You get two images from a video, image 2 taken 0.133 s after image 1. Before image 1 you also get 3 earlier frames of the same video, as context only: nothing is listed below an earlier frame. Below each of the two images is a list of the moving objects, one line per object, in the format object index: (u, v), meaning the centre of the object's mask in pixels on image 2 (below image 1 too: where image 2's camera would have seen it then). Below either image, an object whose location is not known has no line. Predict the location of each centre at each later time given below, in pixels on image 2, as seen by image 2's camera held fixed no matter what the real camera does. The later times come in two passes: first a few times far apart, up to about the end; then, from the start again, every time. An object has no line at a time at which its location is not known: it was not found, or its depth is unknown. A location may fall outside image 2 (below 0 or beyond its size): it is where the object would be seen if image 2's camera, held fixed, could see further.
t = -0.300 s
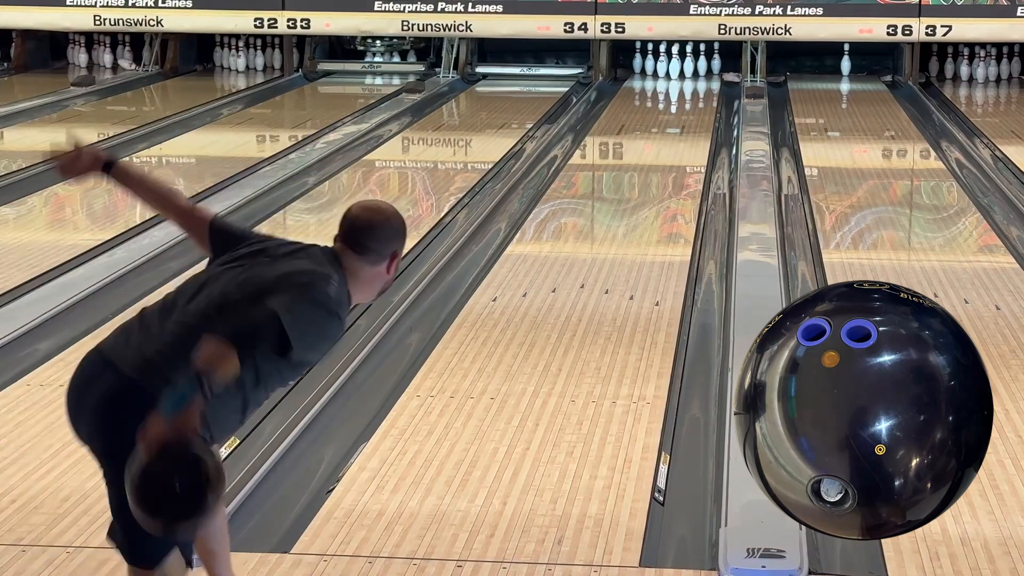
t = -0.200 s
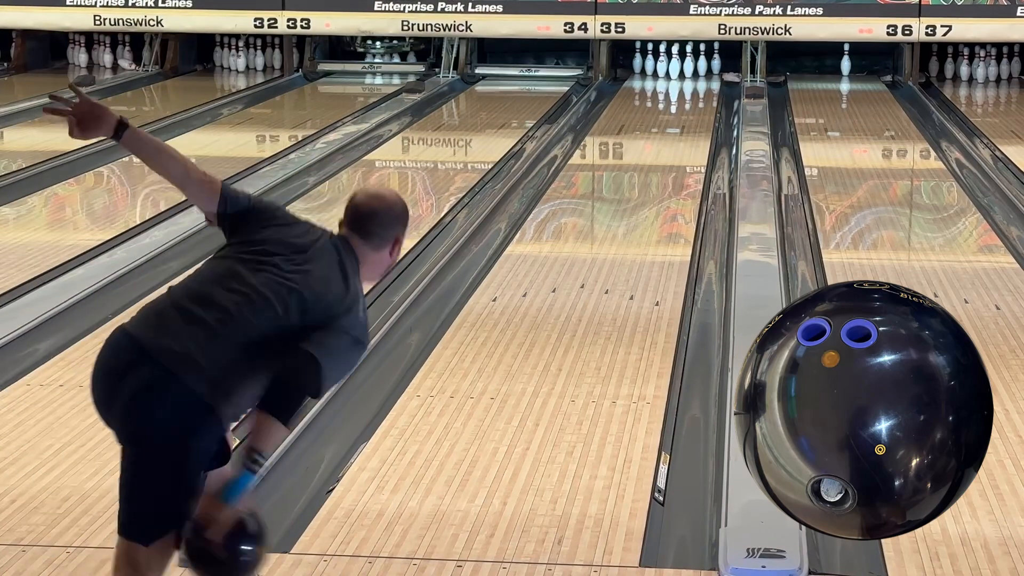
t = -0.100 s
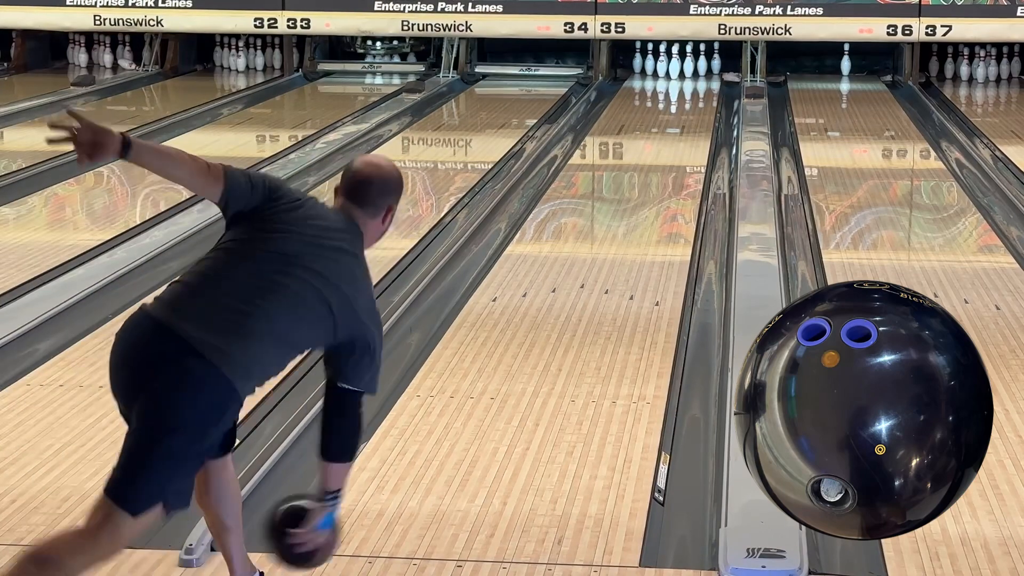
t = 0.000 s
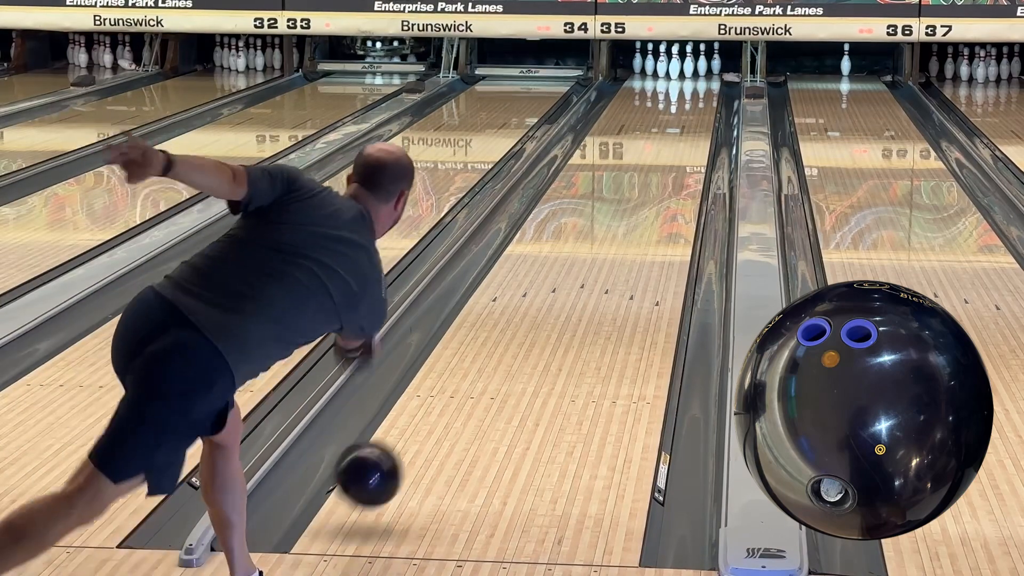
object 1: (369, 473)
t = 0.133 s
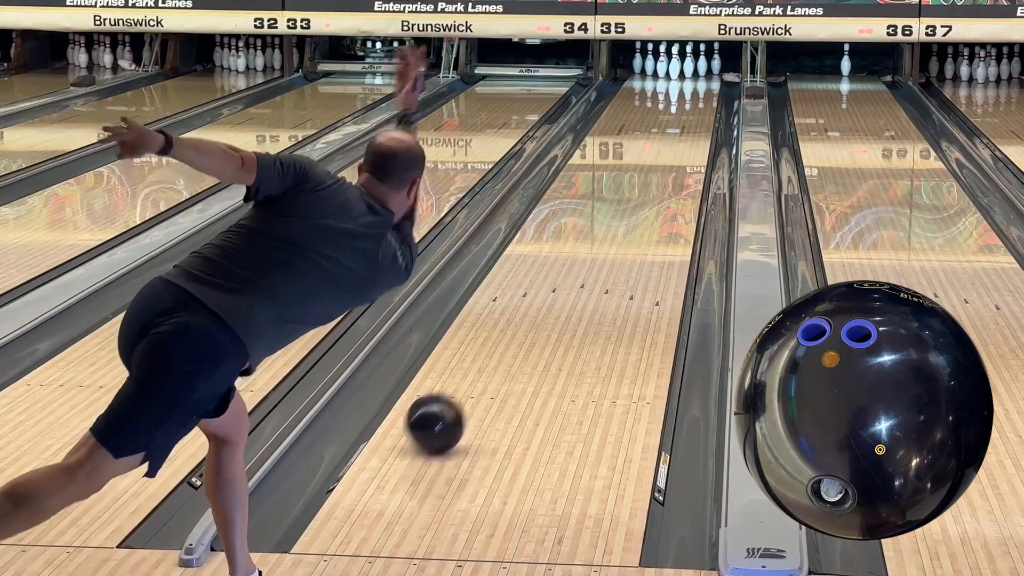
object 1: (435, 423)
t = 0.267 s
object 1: (487, 366)
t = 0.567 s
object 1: (568, 274)
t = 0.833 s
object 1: (615, 220)
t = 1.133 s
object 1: (652, 175)
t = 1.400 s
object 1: (675, 145)
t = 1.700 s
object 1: (693, 118)
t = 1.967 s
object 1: (699, 100)
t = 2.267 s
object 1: (694, 83)
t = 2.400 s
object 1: (688, 78)
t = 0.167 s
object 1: (449, 409)
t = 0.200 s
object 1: (463, 393)
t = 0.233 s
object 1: (476, 379)
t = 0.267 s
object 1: (487, 366)
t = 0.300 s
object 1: (498, 354)
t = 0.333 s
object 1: (508, 342)
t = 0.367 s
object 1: (518, 330)
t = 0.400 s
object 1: (528, 319)
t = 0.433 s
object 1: (536, 309)
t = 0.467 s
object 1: (545, 300)
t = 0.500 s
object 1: (553, 290)
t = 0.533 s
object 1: (561, 282)
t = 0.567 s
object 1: (568, 274)
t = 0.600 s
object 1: (575, 266)
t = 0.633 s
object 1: (581, 259)
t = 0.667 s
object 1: (587, 252)
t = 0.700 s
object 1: (593, 245)
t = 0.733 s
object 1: (599, 238)
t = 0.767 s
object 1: (605, 232)
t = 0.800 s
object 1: (610, 226)
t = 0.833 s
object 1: (615, 220)
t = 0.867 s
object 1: (620, 214)
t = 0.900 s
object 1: (624, 208)
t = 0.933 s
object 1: (629, 203)
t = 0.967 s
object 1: (633, 198)
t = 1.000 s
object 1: (637, 193)
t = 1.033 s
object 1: (641, 188)
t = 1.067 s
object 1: (645, 183)
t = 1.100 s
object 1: (649, 179)
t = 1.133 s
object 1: (652, 175)
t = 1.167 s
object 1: (655, 171)
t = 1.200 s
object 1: (658, 167)
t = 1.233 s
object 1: (662, 163)
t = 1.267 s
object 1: (665, 159)
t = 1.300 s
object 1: (668, 155)
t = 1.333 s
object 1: (670, 151)
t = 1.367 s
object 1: (673, 148)
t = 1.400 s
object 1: (675, 145)
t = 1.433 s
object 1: (678, 141)
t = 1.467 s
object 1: (680, 138)
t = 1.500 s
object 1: (683, 135)
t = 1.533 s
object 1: (685, 132)
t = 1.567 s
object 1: (687, 129)
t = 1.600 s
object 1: (689, 126)
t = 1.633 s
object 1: (690, 123)
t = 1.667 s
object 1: (692, 121)
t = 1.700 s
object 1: (693, 118)
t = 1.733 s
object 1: (694, 116)
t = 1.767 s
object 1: (695, 113)
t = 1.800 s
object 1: (696, 111)
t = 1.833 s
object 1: (697, 109)
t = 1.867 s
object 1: (698, 106)
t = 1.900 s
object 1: (698, 104)
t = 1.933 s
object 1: (699, 102)
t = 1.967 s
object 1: (699, 100)
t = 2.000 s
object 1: (699, 98)
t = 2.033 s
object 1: (699, 96)
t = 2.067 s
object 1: (699, 94)
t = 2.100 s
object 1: (699, 92)
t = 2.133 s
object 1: (698, 90)
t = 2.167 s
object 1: (698, 89)
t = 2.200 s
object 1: (697, 87)
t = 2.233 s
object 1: (695, 86)
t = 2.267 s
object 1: (694, 83)
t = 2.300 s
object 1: (693, 82)
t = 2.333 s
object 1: (692, 81)
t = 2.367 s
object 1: (690, 79)
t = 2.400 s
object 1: (688, 78)
